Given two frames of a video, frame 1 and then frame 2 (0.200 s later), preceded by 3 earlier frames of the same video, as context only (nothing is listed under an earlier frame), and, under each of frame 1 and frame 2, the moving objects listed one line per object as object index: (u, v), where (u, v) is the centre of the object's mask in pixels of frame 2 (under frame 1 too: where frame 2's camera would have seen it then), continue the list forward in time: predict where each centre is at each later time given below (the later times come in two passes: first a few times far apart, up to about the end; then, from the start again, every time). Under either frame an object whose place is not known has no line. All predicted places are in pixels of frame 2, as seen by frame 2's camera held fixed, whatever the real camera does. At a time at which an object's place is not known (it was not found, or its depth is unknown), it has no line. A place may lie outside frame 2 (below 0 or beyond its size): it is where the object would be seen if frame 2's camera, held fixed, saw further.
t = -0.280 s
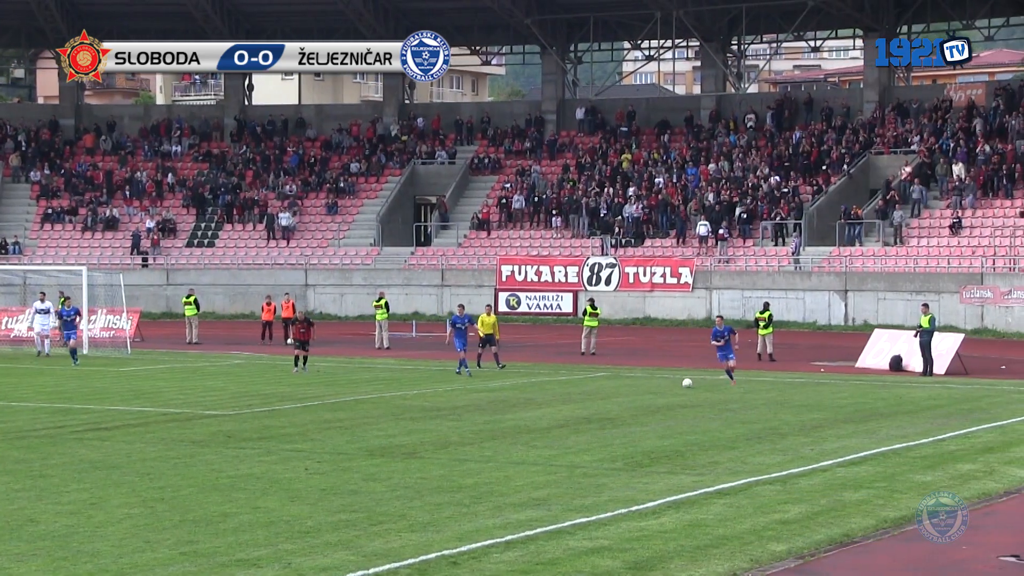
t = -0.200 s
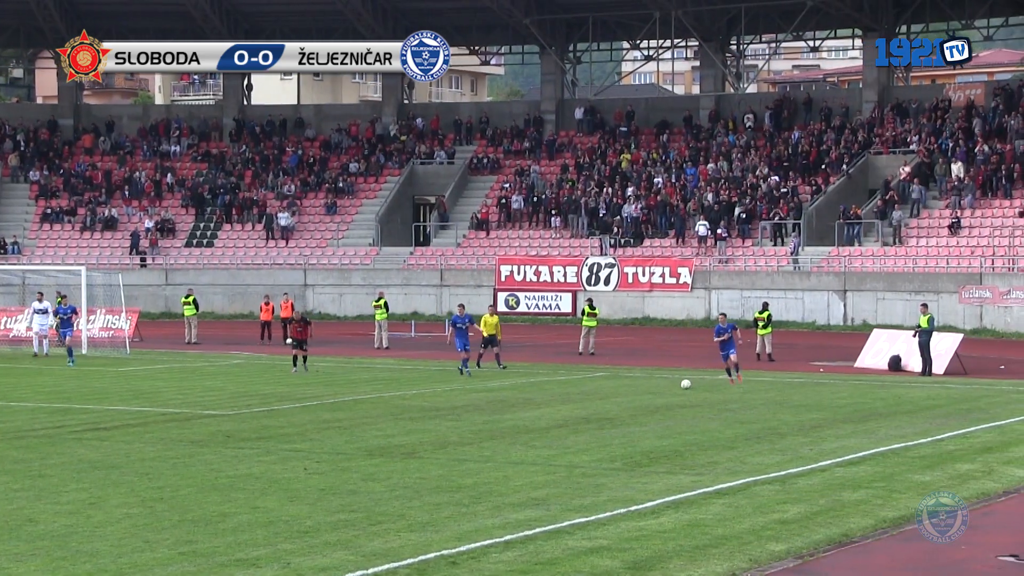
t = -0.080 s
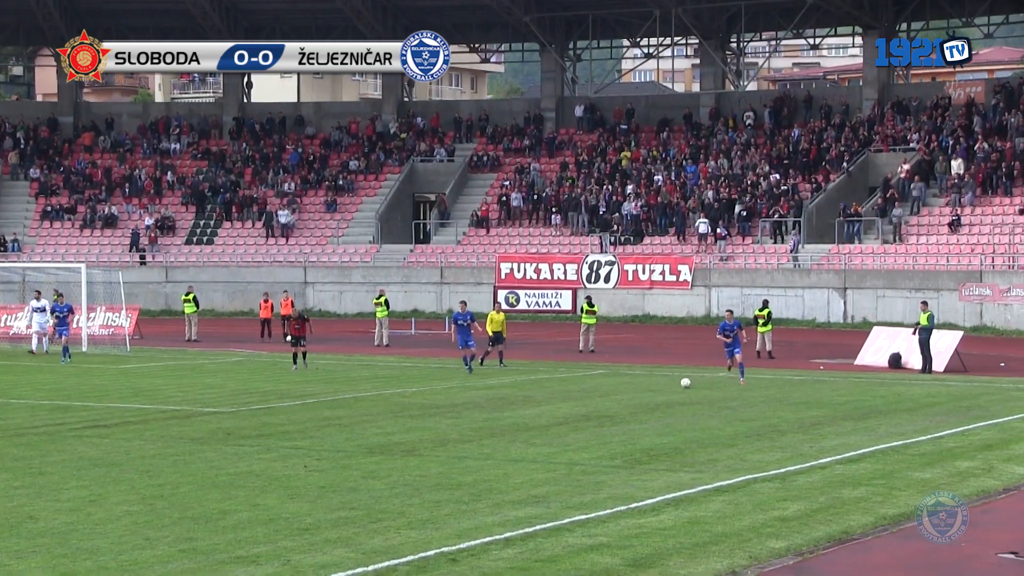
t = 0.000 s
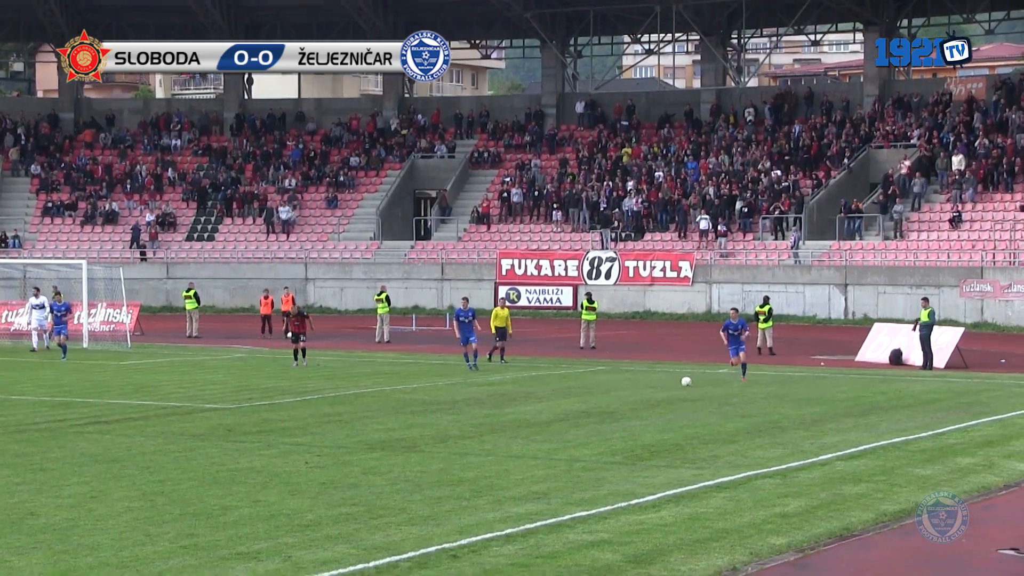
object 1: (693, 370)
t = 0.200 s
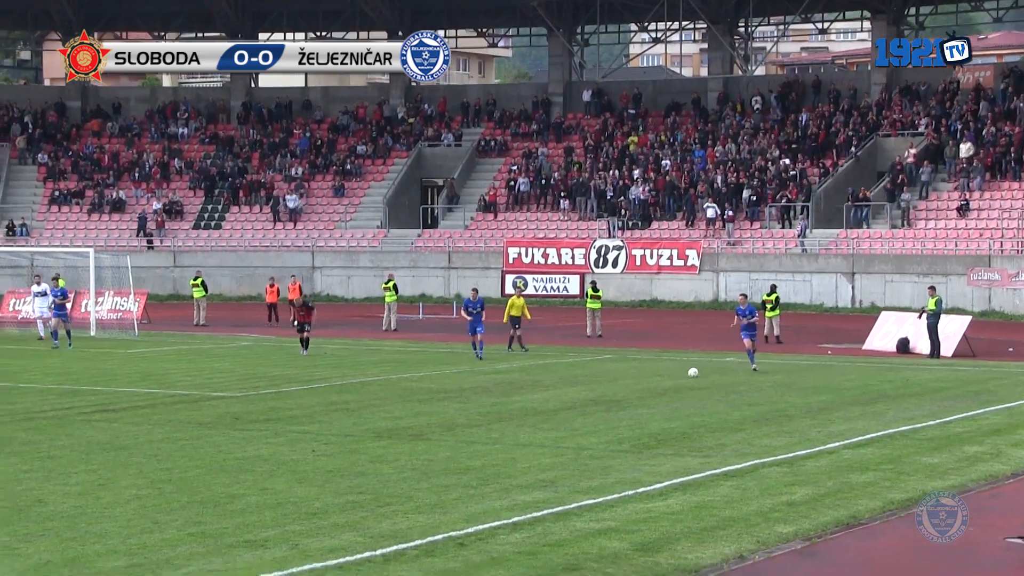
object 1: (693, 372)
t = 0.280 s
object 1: (693, 373)
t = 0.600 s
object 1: (692, 377)
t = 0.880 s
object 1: (693, 380)
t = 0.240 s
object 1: (693, 373)
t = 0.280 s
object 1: (693, 373)
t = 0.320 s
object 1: (693, 374)
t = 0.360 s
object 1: (693, 374)
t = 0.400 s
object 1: (693, 374)
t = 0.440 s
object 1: (693, 375)
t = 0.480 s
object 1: (693, 376)
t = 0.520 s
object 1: (693, 377)
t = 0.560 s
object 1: (693, 376)
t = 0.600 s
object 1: (692, 377)
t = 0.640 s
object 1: (693, 378)
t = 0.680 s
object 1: (693, 378)
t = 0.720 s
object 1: (693, 378)
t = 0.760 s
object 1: (692, 379)
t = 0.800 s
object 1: (692, 380)
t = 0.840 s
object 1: (692, 380)
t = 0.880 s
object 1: (693, 380)
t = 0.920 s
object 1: (692, 381)
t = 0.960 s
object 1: (692, 381)
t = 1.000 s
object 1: (692, 382)
